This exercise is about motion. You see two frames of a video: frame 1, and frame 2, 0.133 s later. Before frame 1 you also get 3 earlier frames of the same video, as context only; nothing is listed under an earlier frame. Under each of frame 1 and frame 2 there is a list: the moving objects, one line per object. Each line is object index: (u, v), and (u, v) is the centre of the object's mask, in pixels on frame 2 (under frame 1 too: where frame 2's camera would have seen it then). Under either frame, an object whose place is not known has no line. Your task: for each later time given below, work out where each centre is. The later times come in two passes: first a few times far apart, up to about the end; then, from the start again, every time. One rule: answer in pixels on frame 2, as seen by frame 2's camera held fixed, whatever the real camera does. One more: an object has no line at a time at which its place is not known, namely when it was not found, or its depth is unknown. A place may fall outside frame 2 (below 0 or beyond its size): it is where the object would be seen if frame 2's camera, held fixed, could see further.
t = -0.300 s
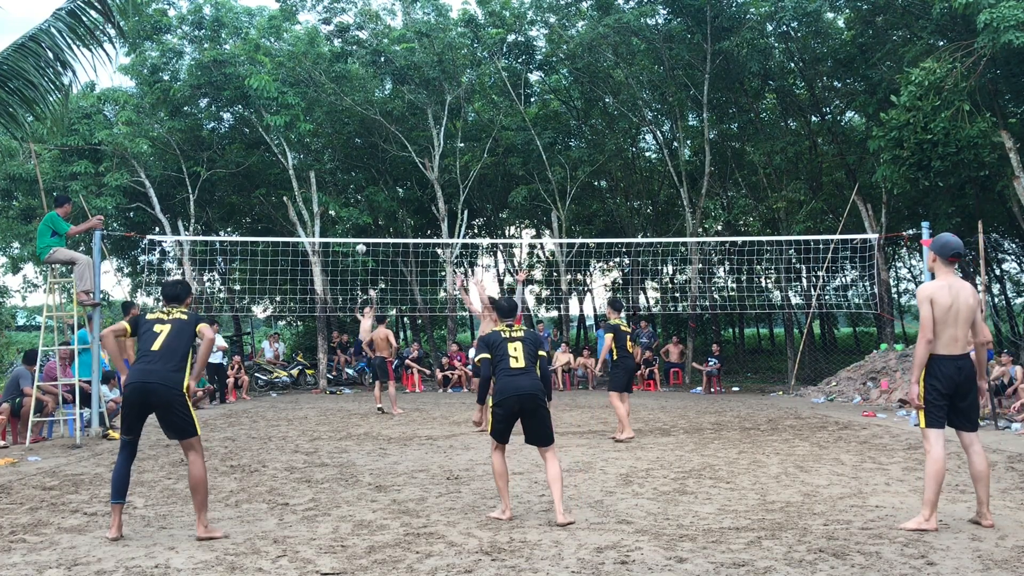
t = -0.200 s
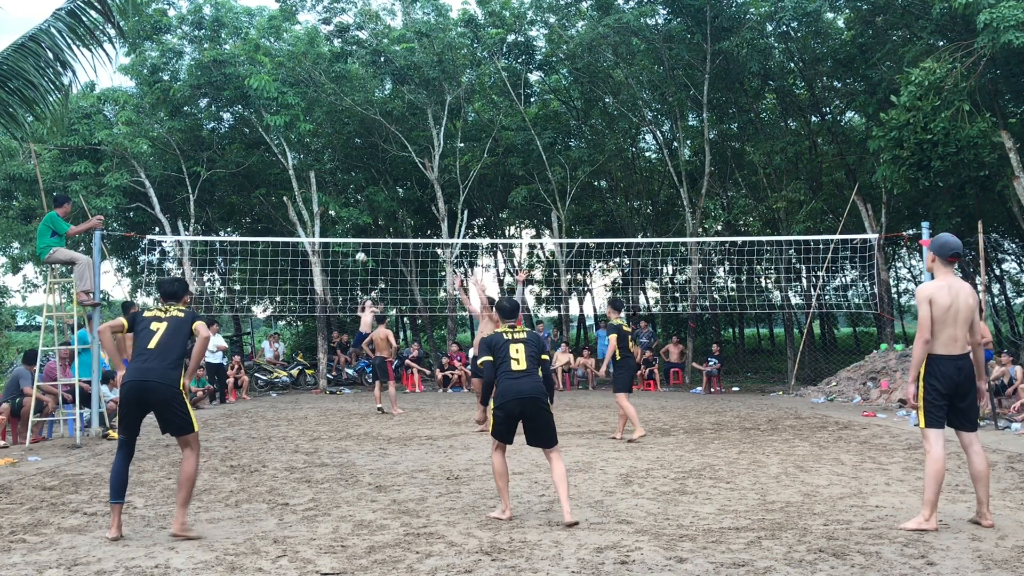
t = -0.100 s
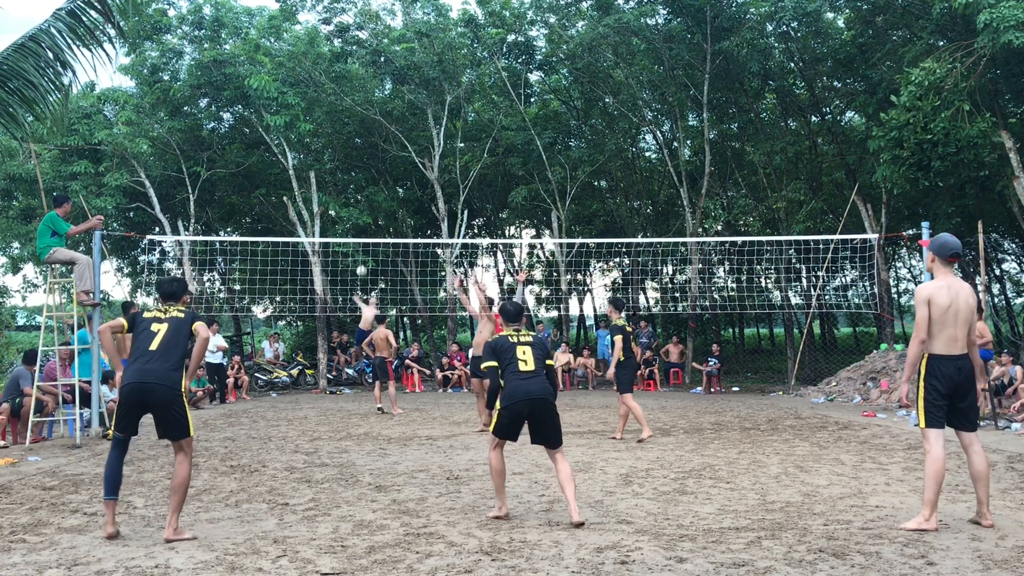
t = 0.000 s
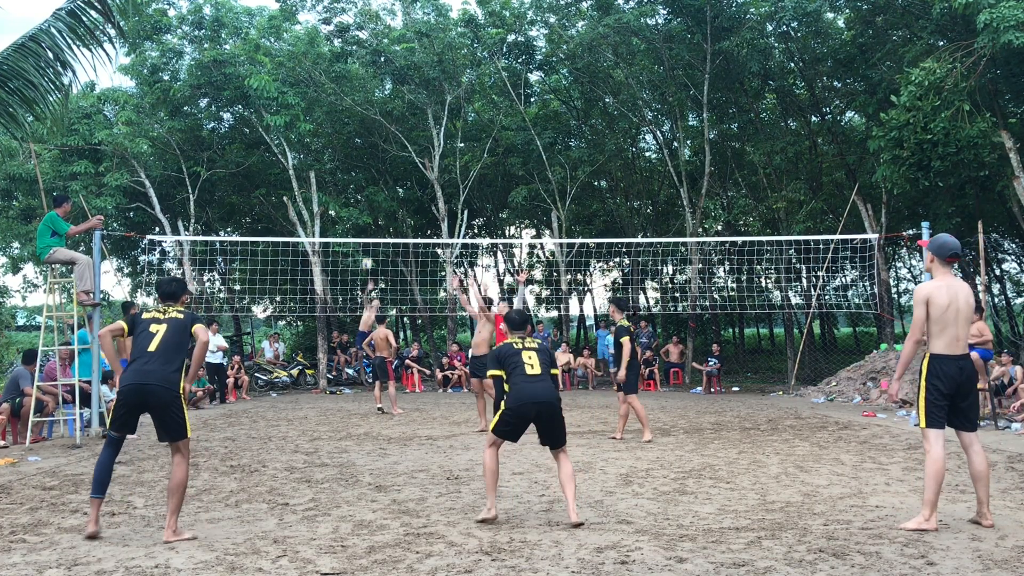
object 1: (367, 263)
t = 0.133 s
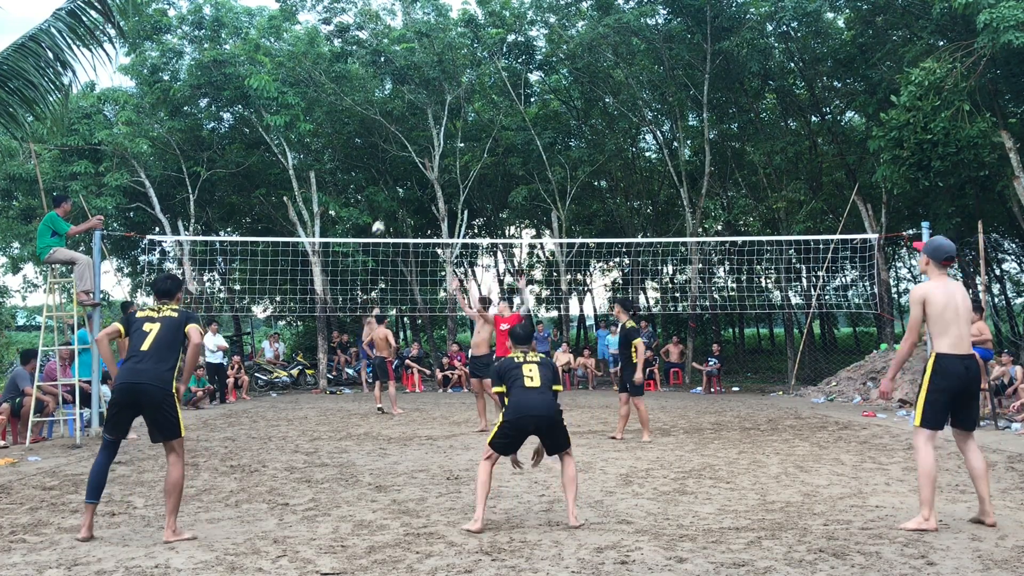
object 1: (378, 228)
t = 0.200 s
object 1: (385, 212)
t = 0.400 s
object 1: (408, 175)
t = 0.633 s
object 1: (446, 171)
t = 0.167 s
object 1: (382, 219)
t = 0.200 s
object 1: (385, 212)
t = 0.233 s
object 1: (388, 205)
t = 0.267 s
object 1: (392, 198)
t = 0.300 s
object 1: (396, 191)
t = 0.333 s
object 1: (399, 185)
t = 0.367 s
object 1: (403, 180)
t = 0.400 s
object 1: (408, 175)
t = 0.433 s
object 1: (412, 171)
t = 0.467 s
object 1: (417, 168)
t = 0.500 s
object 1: (422, 166)
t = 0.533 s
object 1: (427, 165)
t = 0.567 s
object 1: (433, 166)
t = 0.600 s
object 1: (439, 168)
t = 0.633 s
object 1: (446, 171)
